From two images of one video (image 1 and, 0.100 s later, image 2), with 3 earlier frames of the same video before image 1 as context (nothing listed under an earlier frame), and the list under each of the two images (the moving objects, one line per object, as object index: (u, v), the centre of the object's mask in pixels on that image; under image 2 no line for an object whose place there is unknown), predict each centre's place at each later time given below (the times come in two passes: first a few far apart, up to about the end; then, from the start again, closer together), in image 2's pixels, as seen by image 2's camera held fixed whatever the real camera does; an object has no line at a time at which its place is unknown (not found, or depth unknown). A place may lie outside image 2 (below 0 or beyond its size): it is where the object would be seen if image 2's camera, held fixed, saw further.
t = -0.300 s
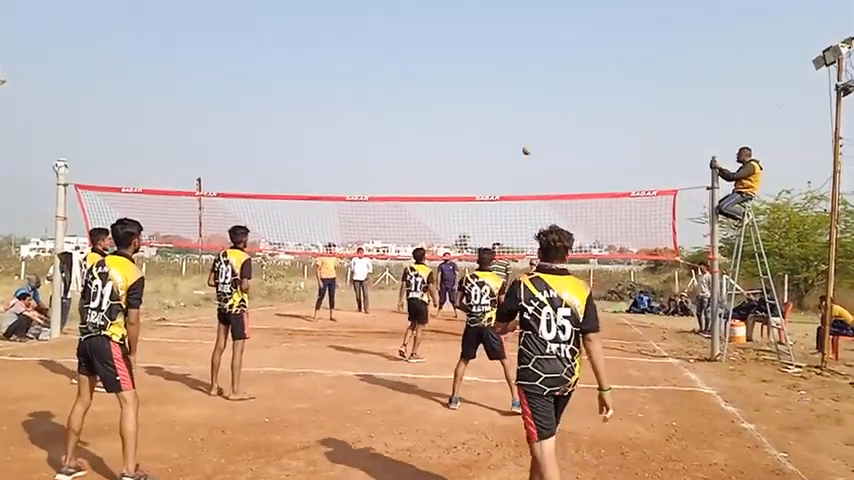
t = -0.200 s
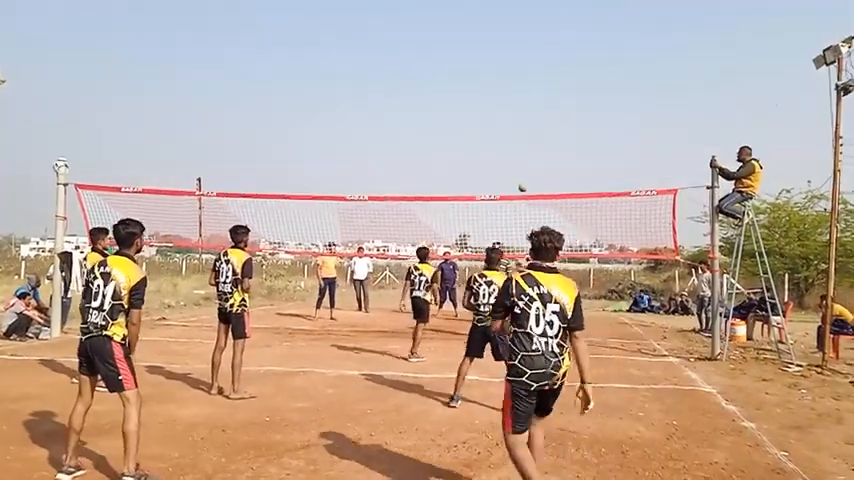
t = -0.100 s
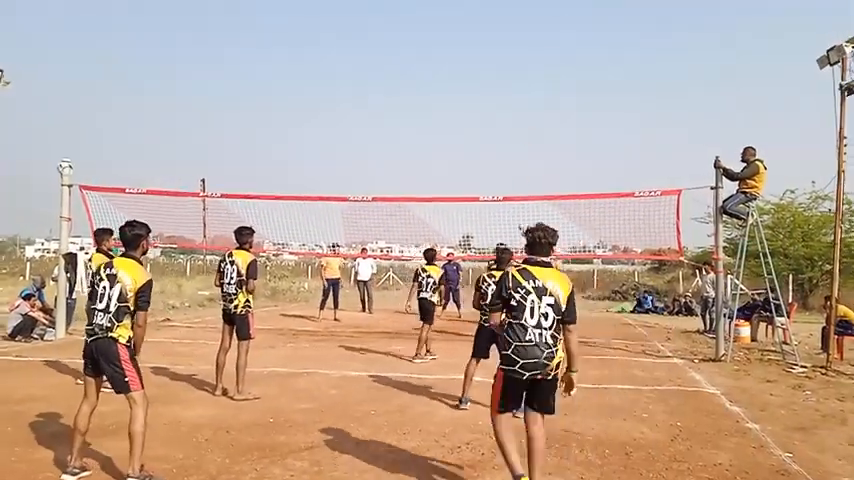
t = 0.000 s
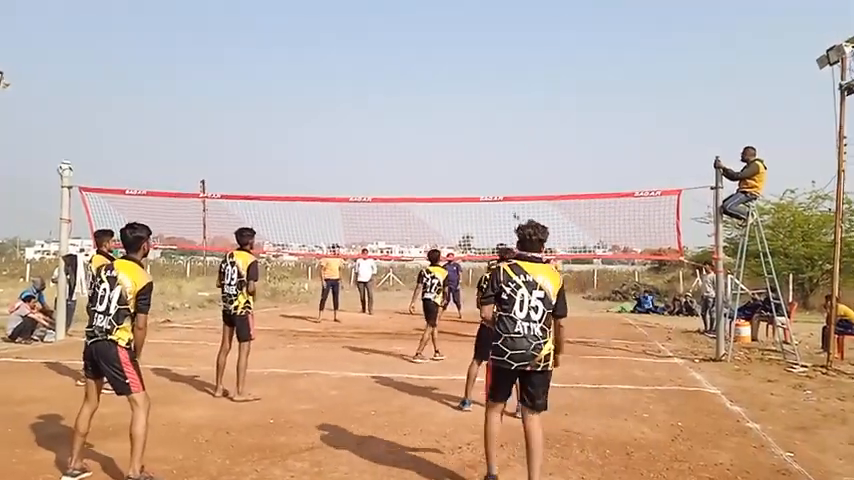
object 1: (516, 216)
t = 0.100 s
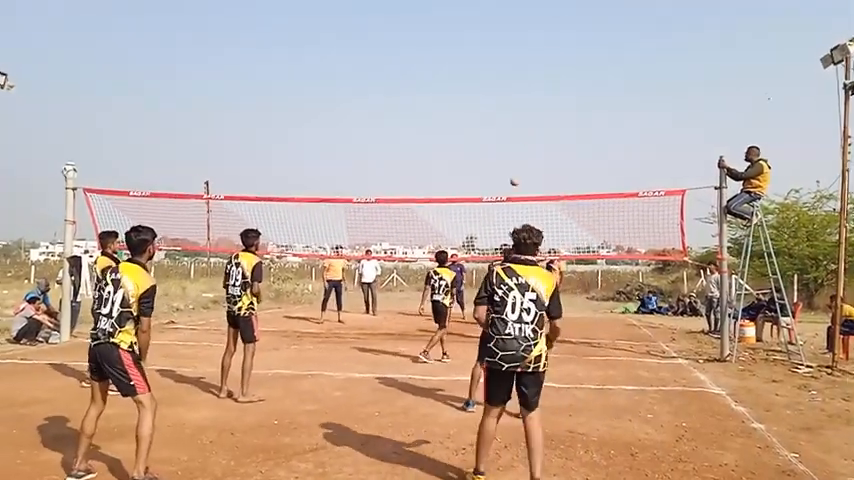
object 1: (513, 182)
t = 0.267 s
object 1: (499, 132)
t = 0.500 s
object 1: (474, 76)
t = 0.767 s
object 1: (433, 43)
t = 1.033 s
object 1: (375, 59)
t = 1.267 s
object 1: (307, 137)
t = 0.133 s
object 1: (511, 172)
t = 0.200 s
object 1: (505, 151)
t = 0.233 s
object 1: (502, 141)
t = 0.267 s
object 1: (499, 132)
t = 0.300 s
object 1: (496, 123)
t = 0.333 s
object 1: (493, 113)
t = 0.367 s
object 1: (490, 105)
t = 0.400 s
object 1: (486, 97)
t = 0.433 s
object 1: (482, 89)
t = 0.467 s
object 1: (478, 82)
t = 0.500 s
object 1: (474, 76)
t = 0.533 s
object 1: (470, 69)
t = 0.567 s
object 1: (465, 64)
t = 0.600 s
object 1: (460, 59)
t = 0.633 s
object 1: (455, 54)
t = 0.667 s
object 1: (450, 51)
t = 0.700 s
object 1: (445, 47)
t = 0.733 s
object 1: (438, 44)
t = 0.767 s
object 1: (433, 43)
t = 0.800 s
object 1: (426, 41)
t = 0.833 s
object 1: (419, 42)
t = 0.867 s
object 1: (413, 42)
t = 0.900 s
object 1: (406, 44)
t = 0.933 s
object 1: (399, 45)
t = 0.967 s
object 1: (392, 50)
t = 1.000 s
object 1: (383, 54)
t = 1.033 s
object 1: (375, 59)
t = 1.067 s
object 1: (366, 67)
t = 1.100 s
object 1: (358, 74)
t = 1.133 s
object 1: (349, 83)
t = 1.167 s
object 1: (338, 95)
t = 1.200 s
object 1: (329, 107)
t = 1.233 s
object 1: (318, 121)
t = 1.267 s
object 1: (307, 137)
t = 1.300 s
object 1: (295, 154)
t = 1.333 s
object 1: (283, 175)
